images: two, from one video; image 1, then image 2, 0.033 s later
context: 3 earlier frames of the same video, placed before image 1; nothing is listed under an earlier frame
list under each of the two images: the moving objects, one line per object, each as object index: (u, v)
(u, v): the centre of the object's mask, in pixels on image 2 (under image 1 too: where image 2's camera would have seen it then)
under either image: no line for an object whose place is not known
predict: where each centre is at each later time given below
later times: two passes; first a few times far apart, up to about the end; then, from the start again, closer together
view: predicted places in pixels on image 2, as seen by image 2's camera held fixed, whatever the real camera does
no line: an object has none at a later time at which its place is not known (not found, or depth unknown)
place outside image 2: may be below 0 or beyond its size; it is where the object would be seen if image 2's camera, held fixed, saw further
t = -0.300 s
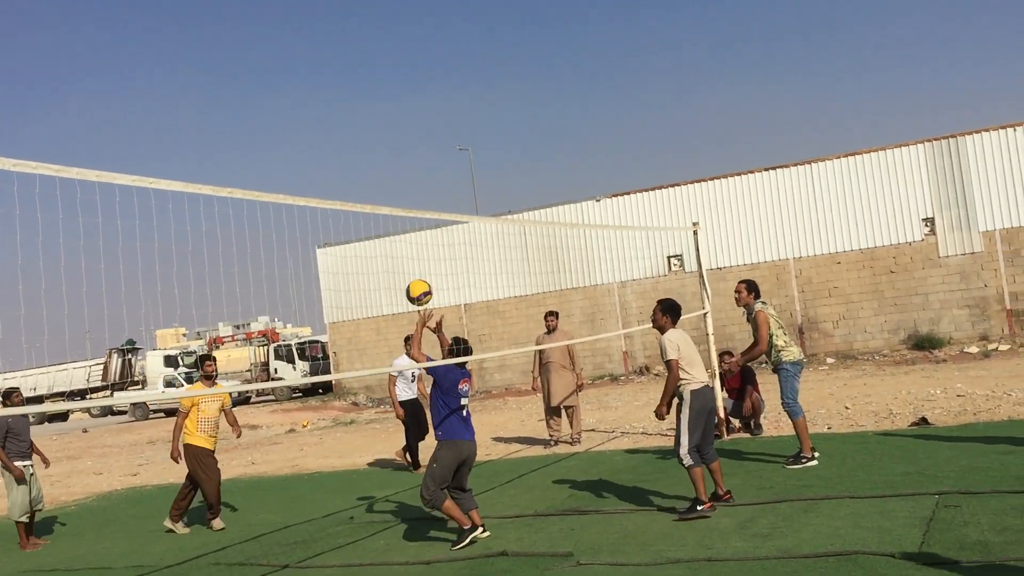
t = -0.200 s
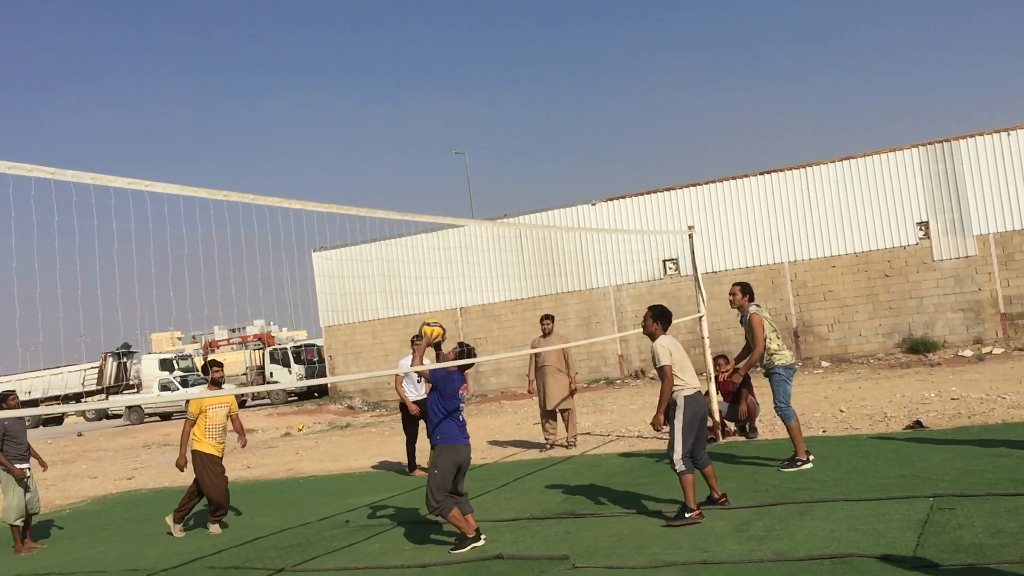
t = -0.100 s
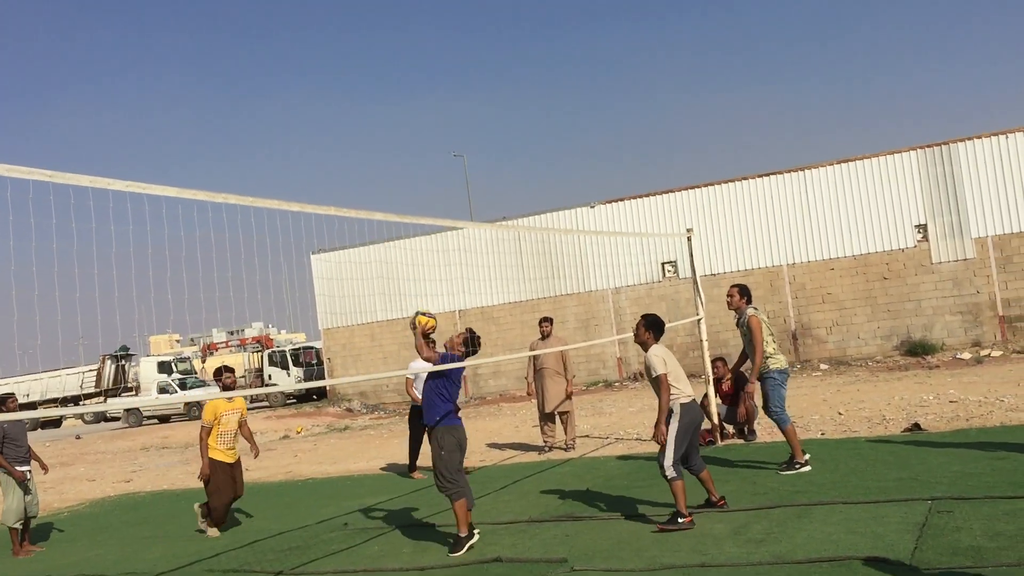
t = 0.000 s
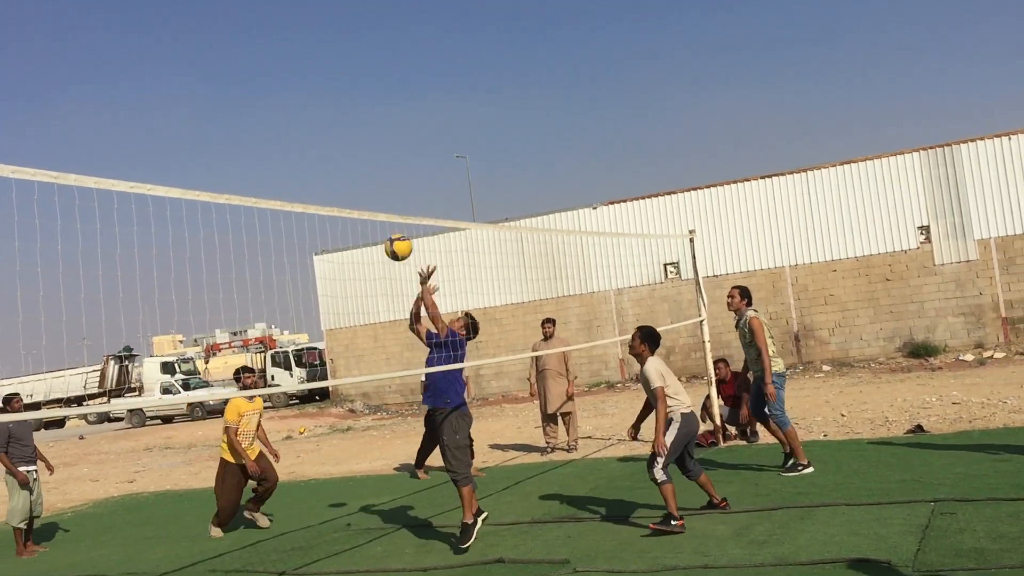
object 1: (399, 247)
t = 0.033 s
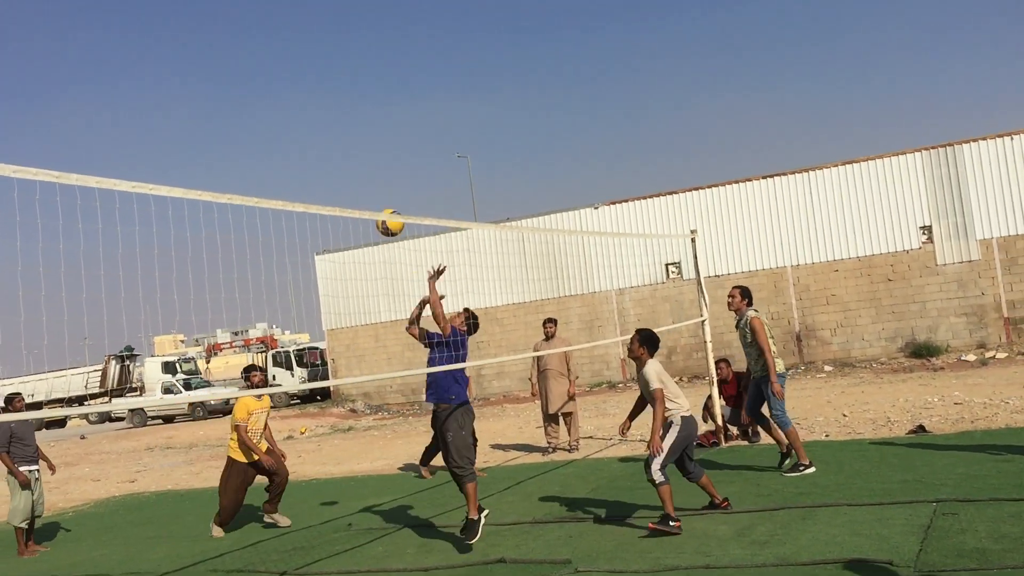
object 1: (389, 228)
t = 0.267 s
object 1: (323, 85)
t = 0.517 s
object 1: (253, 9)
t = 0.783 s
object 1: (181, 21)
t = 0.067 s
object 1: (380, 199)
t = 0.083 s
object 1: (375, 188)
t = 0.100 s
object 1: (370, 177)
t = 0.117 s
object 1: (366, 167)
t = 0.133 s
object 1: (361, 156)
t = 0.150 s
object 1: (356, 146)
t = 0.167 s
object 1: (351, 136)
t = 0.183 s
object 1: (347, 127)
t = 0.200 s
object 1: (342, 118)
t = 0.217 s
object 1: (337, 109)
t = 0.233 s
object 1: (333, 101)
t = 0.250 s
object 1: (328, 92)
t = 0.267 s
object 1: (323, 85)
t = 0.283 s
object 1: (318, 77)
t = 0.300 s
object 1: (314, 70)
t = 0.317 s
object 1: (309, 63)
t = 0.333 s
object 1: (304, 57)
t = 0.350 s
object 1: (299, 51)
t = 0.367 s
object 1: (295, 45)
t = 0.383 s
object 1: (290, 40)
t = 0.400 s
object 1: (285, 35)
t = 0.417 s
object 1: (280, 30)
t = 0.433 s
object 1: (276, 25)
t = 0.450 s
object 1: (271, 21)
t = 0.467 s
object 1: (267, 18)
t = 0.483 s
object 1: (262, 14)
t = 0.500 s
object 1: (257, 11)
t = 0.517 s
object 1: (253, 9)
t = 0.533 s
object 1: (248, 8)
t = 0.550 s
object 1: (244, 6)
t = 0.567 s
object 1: (239, 5)
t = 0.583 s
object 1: (234, 5)
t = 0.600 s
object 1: (230, 4)
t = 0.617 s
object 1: (226, 4)
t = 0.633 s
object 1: (221, 4)
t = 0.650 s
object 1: (217, 5)
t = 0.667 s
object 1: (212, 5)
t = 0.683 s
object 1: (208, 5)
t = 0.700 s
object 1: (203, 6)
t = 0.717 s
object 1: (199, 8)
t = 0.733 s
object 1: (195, 11)
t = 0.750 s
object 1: (190, 14)
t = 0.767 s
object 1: (186, 18)
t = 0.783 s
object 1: (181, 21)
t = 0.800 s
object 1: (177, 26)
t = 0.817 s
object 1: (173, 31)
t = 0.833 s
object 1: (169, 37)
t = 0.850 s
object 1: (165, 43)
